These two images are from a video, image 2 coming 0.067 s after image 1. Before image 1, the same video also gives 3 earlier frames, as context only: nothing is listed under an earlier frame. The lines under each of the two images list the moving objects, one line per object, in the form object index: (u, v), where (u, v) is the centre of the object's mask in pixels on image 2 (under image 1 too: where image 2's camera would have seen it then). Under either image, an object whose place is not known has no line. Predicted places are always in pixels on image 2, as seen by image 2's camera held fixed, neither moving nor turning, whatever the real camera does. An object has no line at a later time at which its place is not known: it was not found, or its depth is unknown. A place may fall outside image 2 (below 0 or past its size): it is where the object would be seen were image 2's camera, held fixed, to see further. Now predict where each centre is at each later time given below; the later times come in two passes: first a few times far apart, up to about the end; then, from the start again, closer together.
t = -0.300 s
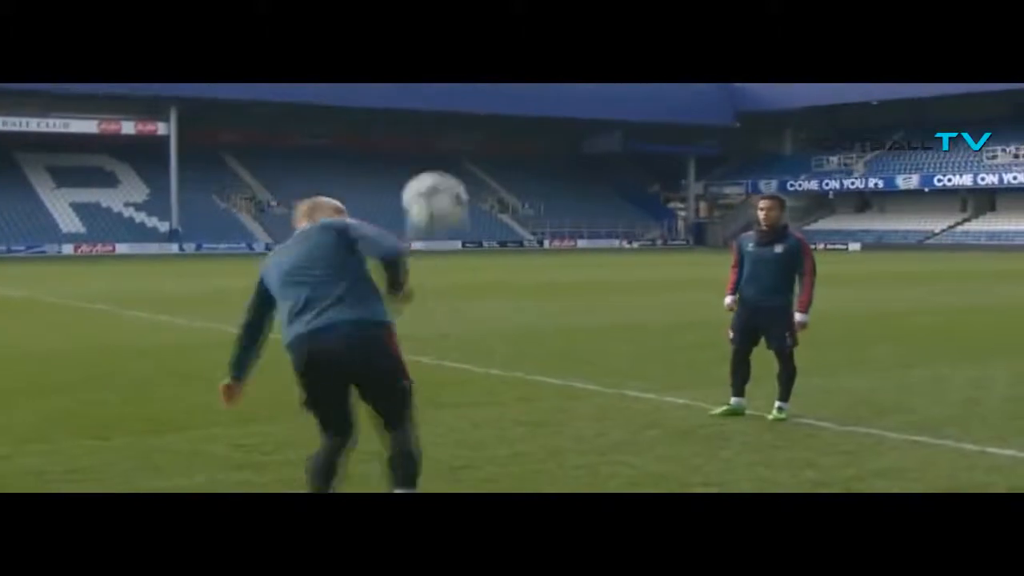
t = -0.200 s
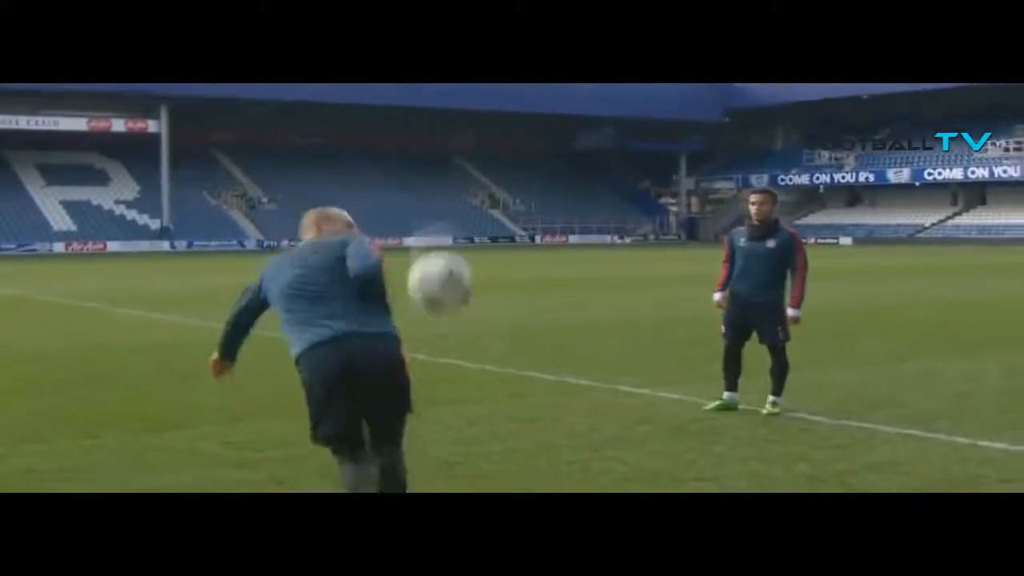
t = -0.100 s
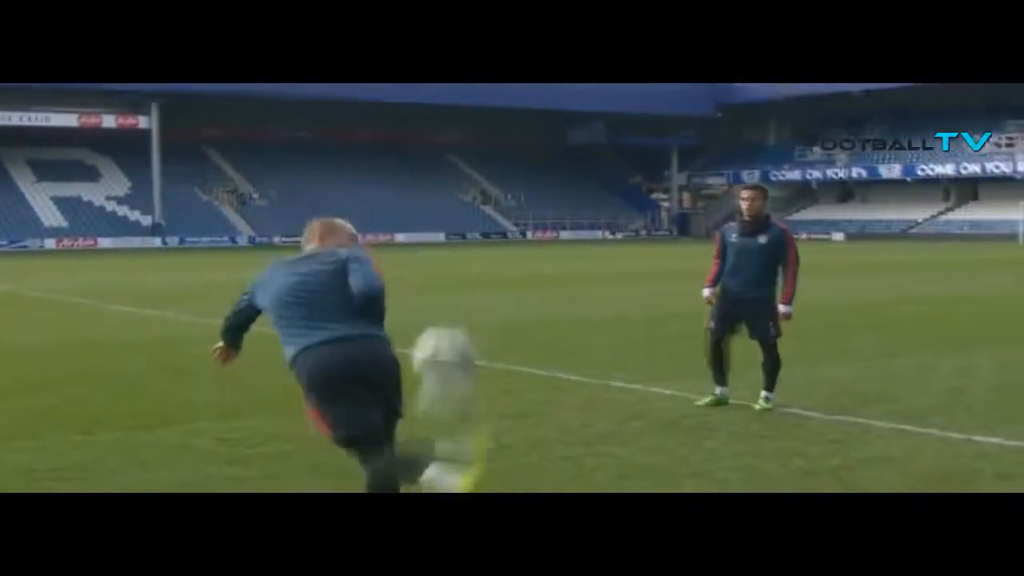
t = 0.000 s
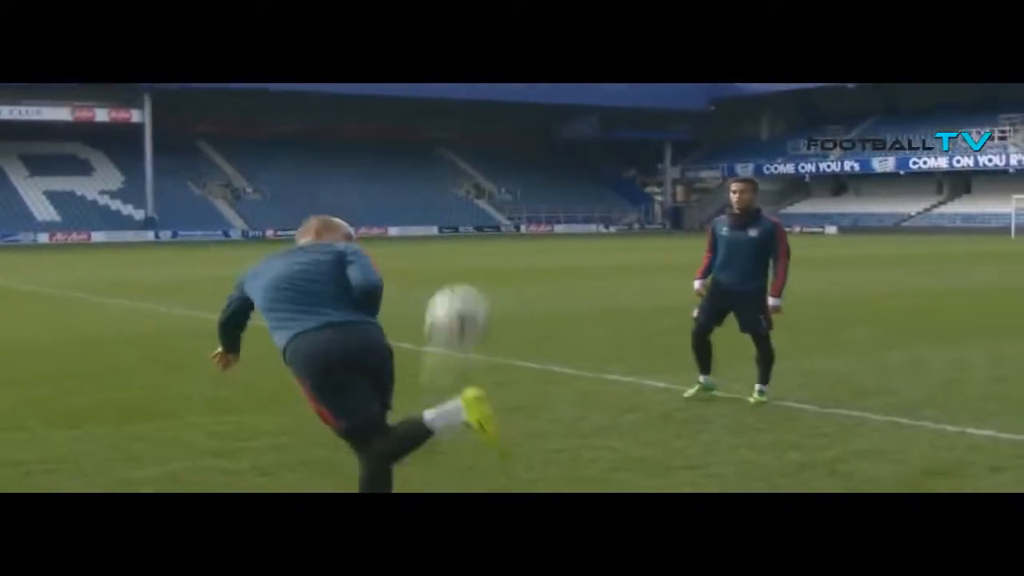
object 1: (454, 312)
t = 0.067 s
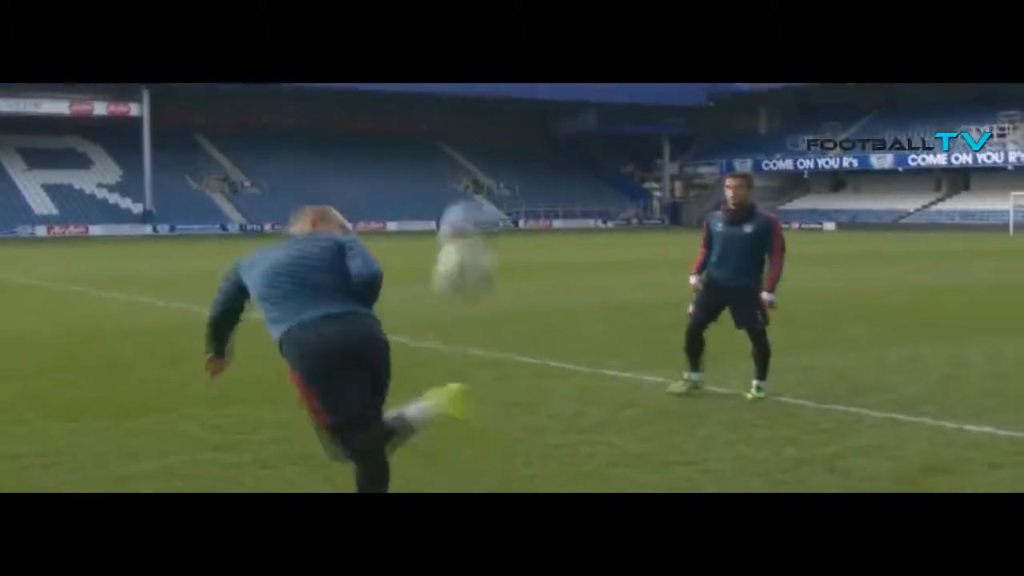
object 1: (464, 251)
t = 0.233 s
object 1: (490, 135)
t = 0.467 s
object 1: (522, 92)
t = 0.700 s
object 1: (544, 147)
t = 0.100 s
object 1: (472, 213)
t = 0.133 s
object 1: (477, 197)
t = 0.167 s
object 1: (482, 169)
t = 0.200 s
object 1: (487, 146)
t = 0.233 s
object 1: (490, 135)
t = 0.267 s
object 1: (494, 120)
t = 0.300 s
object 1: (500, 110)
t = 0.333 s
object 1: (504, 103)
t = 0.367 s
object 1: (510, 98)
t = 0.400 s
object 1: (514, 94)
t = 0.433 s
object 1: (519, 92)
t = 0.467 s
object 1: (522, 92)
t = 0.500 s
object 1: (523, 93)
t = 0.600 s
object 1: (537, 113)
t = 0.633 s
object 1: (540, 120)
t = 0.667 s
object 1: (541, 133)
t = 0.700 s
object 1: (544, 147)
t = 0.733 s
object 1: (547, 163)
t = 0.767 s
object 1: (551, 179)
